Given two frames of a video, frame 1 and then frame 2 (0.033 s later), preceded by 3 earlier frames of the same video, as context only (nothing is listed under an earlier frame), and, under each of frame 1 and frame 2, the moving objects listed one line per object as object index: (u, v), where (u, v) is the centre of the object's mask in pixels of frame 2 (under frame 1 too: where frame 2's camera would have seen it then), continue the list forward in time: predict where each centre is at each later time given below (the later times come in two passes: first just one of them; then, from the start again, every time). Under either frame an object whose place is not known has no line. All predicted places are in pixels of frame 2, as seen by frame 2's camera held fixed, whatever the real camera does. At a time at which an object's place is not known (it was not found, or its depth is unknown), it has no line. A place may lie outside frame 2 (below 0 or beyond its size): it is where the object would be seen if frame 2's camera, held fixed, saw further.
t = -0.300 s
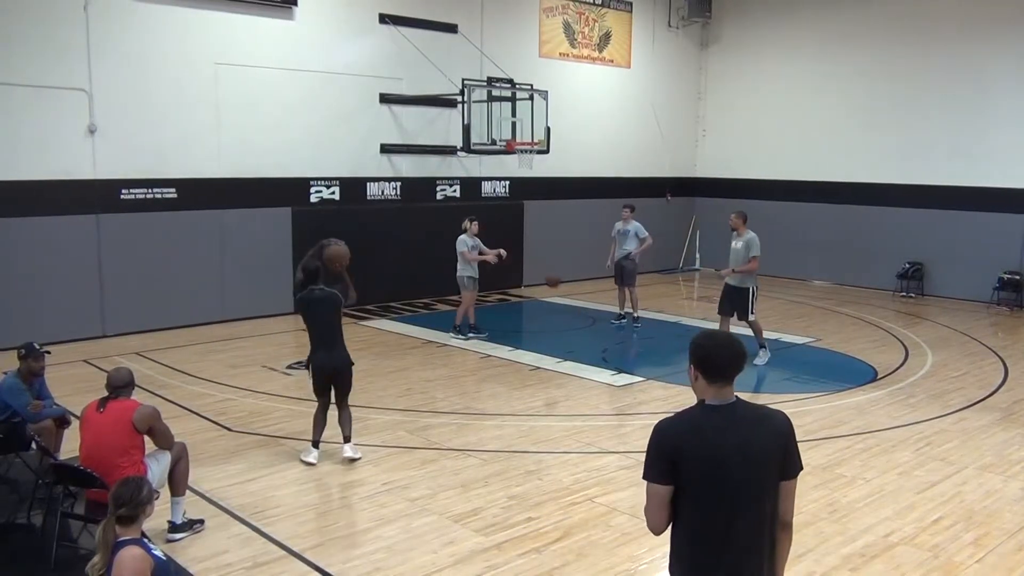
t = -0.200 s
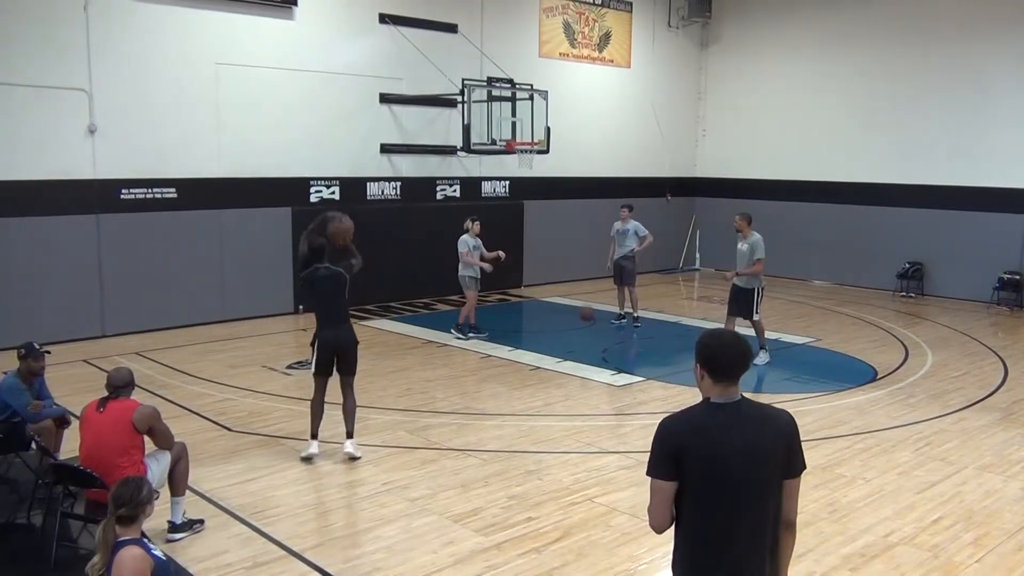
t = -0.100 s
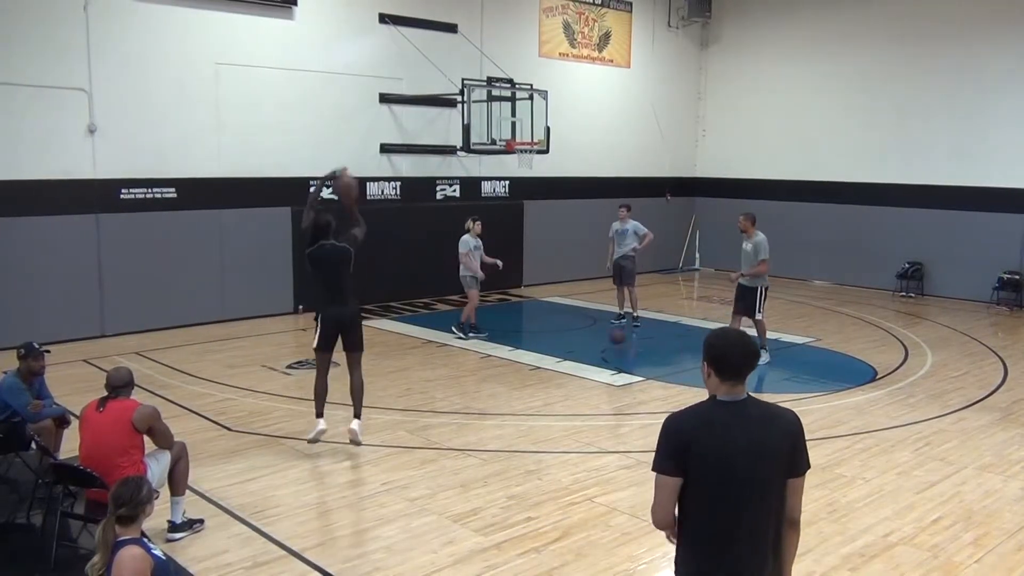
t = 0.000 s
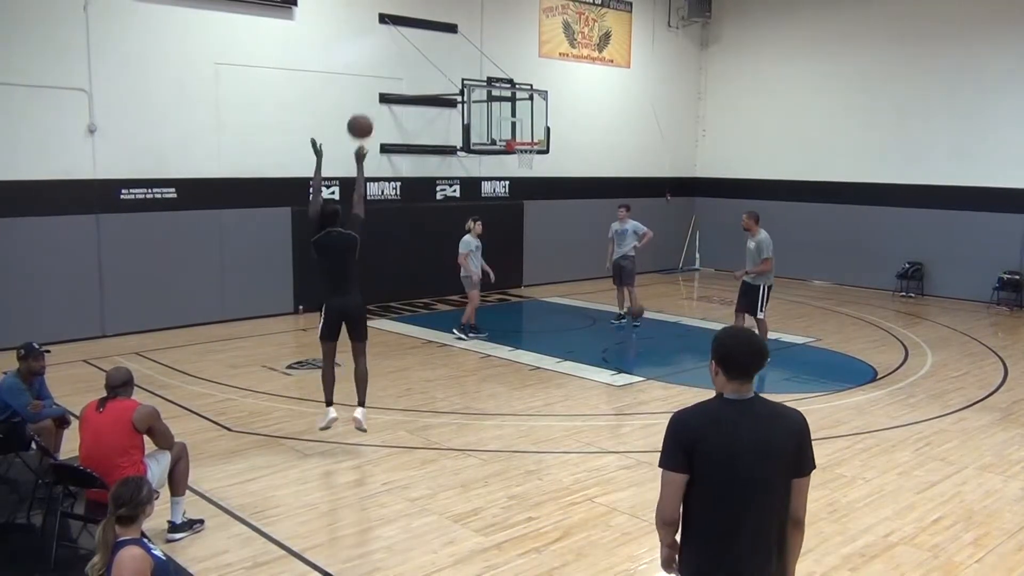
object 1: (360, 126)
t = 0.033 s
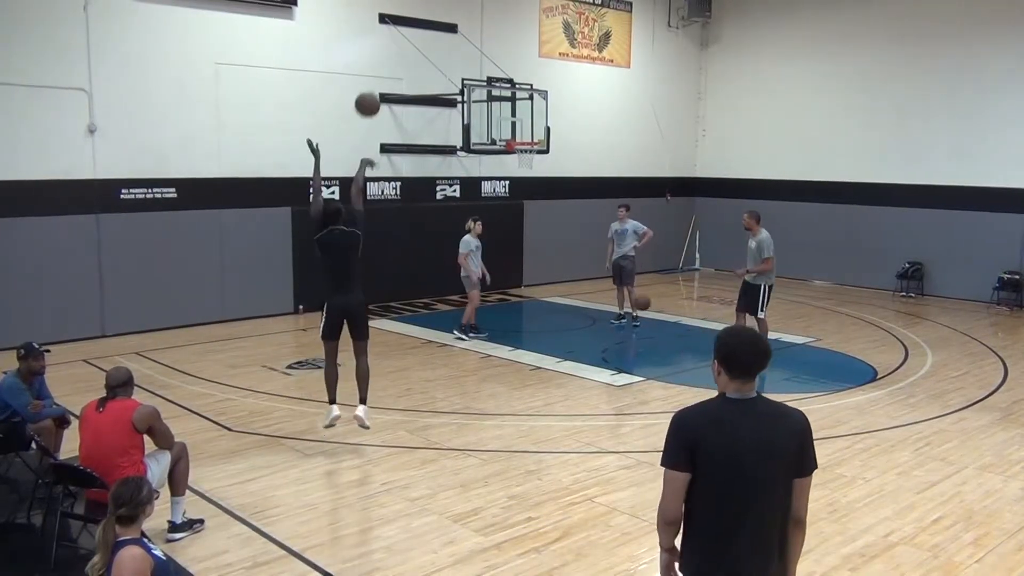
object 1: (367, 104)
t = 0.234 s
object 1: (408, 12)
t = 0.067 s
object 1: (375, 84)
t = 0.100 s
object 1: (382, 66)
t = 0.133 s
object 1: (388, 50)
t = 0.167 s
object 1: (395, 36)
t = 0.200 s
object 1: (401, 23)
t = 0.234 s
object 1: (408, 12)
